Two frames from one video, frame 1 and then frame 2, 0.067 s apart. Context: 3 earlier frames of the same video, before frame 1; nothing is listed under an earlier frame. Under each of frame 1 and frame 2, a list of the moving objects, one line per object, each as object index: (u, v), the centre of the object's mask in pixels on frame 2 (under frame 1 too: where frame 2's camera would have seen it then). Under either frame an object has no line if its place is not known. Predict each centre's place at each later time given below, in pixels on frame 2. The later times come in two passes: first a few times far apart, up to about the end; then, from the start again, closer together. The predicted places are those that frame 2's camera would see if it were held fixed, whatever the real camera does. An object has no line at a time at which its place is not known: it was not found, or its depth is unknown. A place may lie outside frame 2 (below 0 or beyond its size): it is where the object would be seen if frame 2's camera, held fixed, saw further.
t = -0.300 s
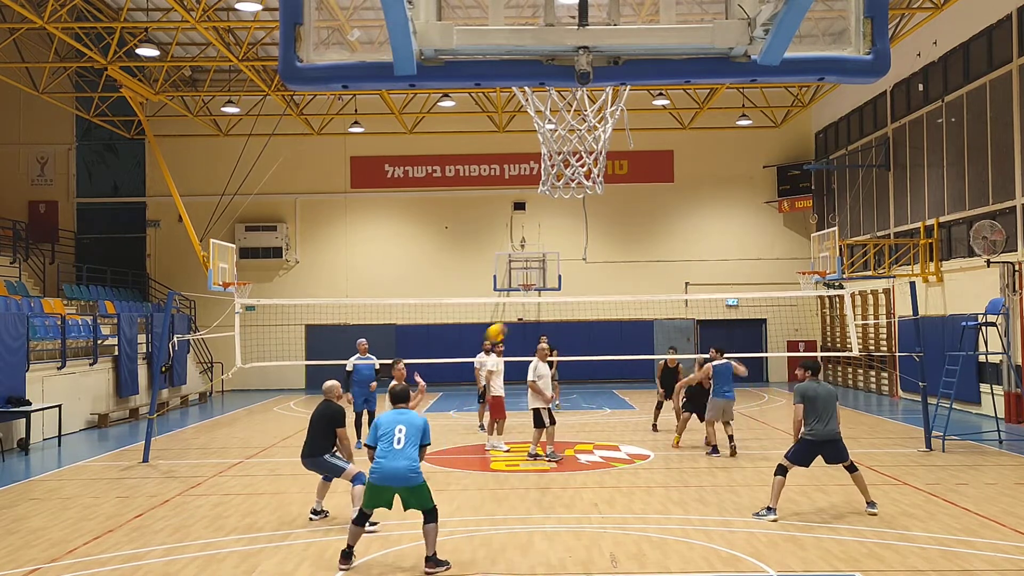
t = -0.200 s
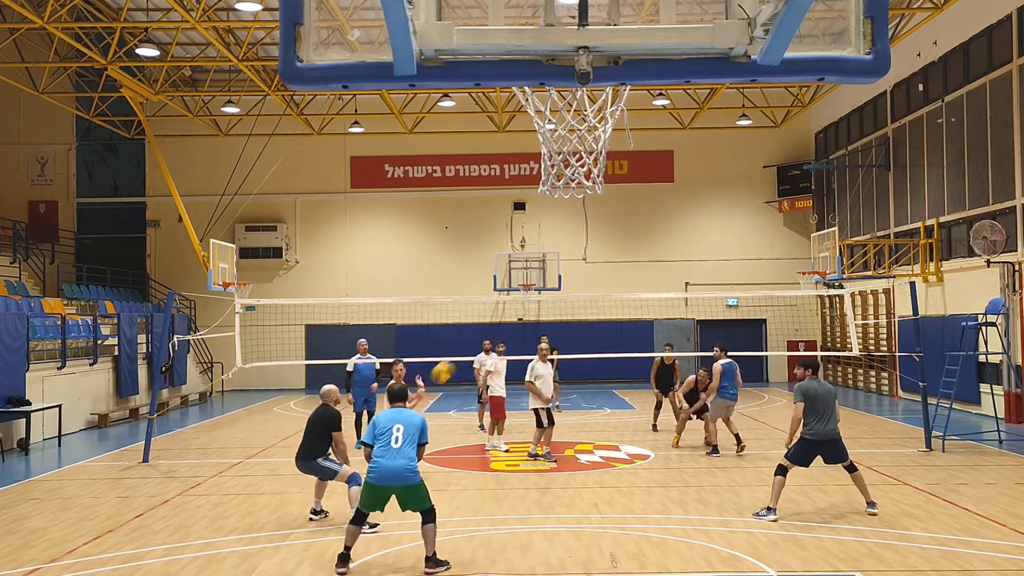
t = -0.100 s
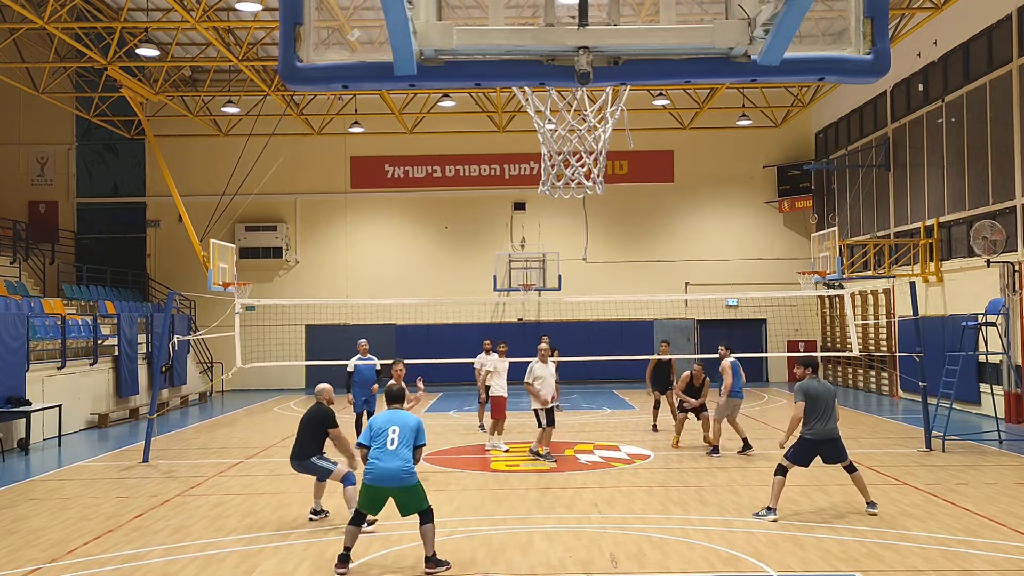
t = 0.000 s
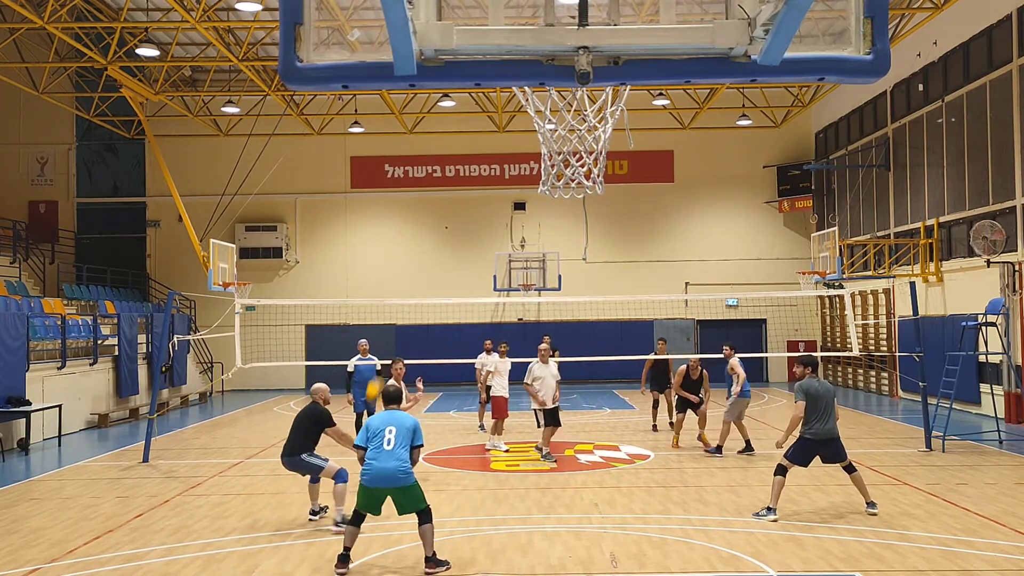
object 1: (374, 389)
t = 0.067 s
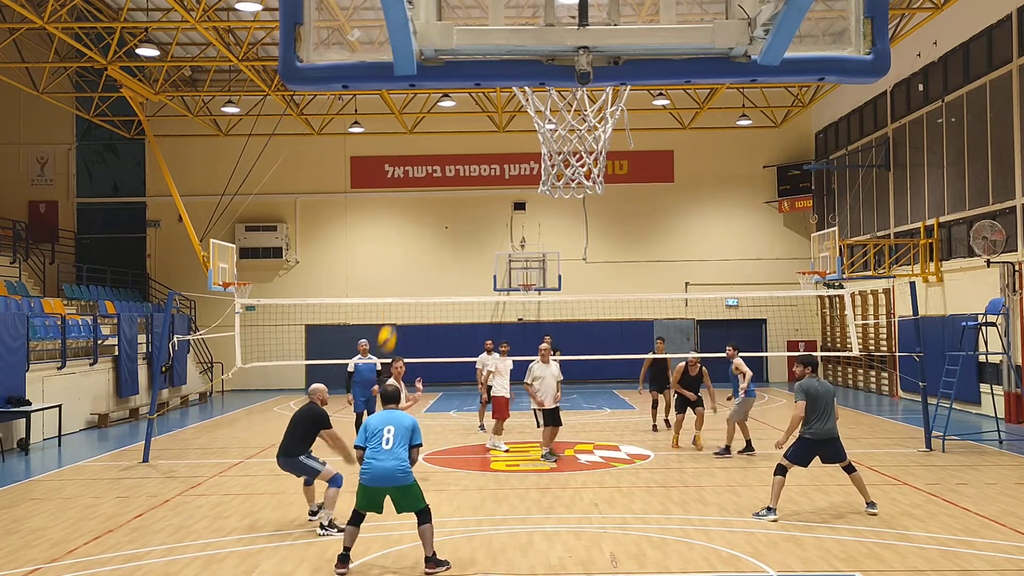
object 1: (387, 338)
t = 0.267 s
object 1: (418, 215)
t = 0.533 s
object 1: (451, 121)
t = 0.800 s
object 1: (479, 91)
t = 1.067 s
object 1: (505, 105)
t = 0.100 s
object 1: (392, 316)
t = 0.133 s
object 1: (398, 290)
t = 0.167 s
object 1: (404, 271)
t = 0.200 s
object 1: (408, 251)
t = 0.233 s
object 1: (414, 232)
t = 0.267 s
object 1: (418, 215)
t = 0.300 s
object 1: (423, 200)
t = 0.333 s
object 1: (427, 185)
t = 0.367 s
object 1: (431, 173)
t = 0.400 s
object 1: (435, 161)
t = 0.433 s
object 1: (439, 149)
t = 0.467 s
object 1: (443, 139)
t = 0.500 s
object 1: (447, 129)
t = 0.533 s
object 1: (451, 121)
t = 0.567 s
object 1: (455, 114)
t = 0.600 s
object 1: (459, 108)
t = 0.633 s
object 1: (462, 102)
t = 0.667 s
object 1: (466, 98)
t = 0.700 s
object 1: (470, 95)
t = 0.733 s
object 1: (472, 93)
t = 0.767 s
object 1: (476, 92)
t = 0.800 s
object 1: (479, 91)
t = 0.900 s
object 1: (490, 93)
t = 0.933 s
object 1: (492, 92)
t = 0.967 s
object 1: (496, 93)
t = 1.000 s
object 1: (498, 96)
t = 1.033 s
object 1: (501, 101)
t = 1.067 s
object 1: (505, 105)
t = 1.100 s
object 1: (507, 110)
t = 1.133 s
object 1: (510, 115)
